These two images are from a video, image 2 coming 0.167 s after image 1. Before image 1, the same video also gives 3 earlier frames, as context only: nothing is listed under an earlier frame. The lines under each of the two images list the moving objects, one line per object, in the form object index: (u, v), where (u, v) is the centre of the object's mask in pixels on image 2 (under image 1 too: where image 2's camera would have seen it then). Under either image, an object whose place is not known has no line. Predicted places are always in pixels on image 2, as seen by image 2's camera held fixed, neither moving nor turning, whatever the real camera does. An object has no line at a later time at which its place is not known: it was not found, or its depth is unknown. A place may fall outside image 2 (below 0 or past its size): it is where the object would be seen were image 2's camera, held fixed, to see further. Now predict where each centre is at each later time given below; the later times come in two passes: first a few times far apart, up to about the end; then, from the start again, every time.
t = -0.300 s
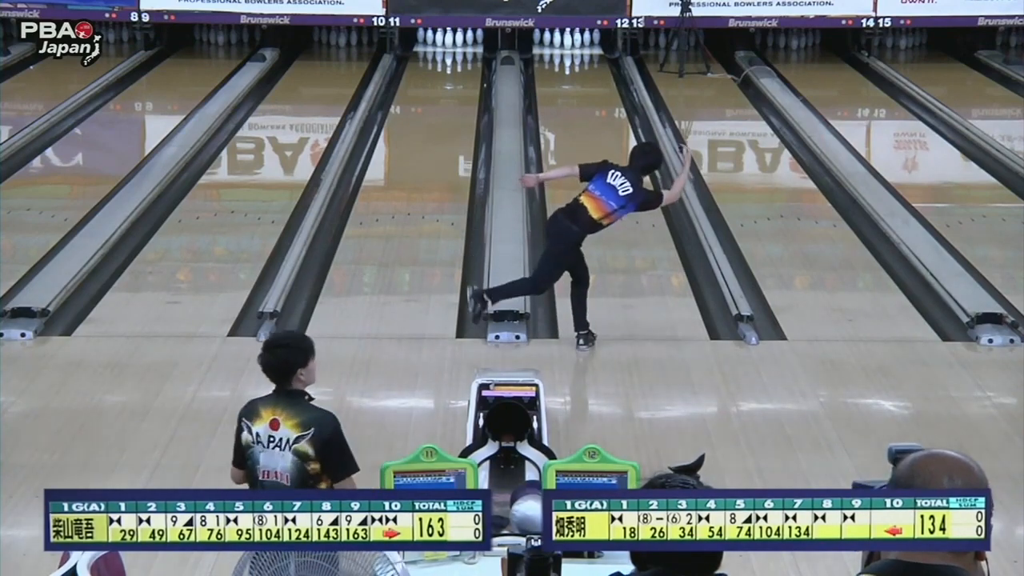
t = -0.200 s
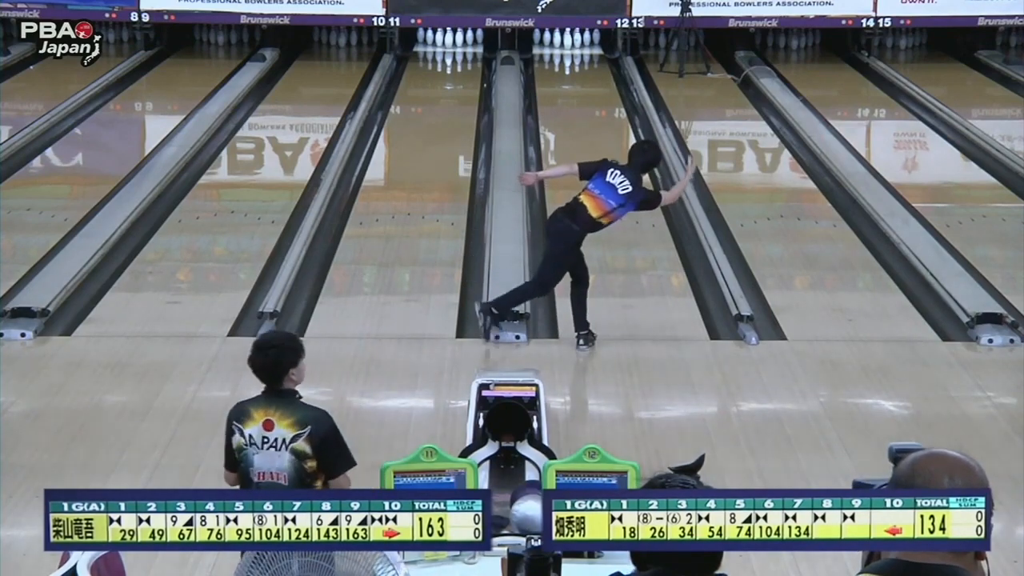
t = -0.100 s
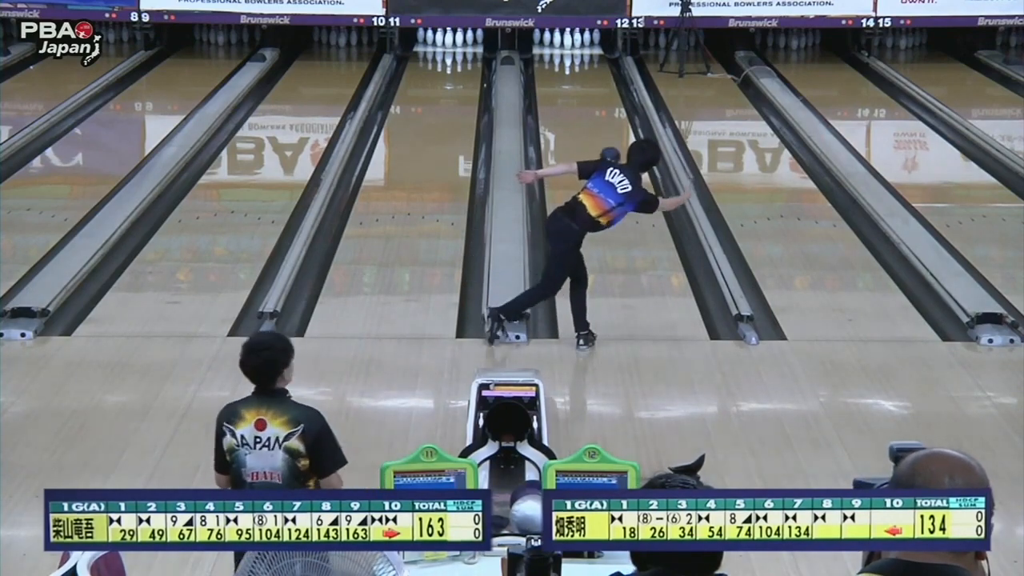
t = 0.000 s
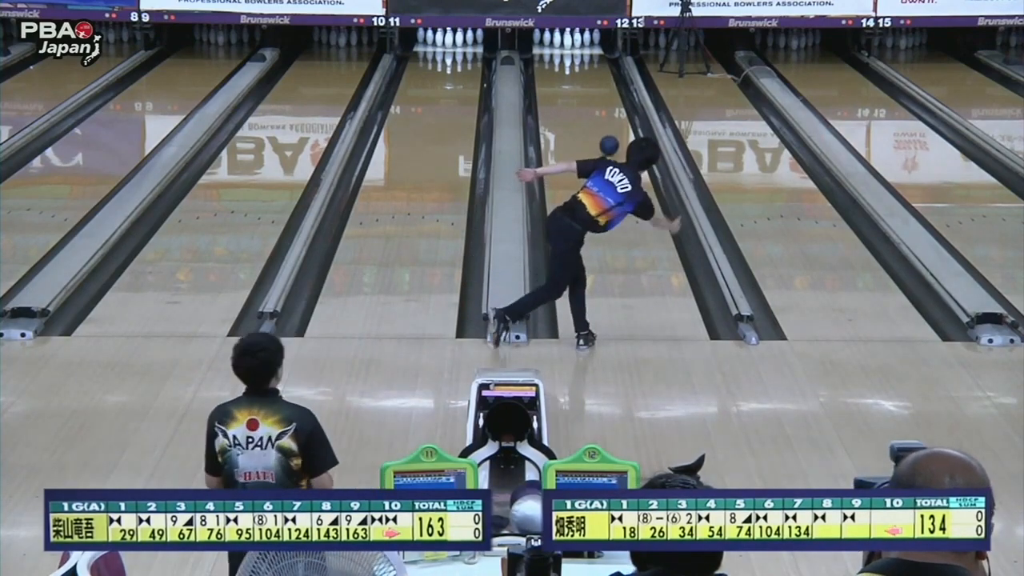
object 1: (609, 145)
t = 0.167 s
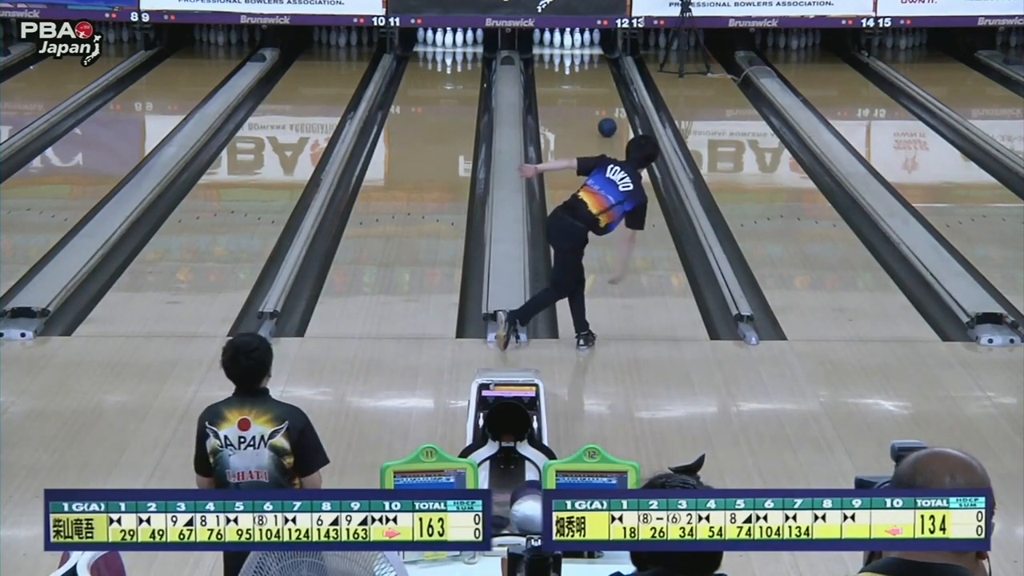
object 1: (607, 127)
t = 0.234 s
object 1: (606, 121)
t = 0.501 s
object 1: (602, 96)
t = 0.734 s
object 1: (596, 79)
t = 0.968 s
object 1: (589, 64)
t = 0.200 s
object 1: (607, 124)
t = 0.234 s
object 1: (606, 121)
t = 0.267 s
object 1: (605, 117)
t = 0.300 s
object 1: (605, 114)
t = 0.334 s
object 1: (605, 111)
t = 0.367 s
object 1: (604, 108)
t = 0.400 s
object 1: (604, 105)
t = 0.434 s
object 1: (603, 102)
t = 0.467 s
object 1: (602, 99)
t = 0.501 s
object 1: (602, 96)
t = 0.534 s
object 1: (601, 94)
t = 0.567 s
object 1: (600, 91)
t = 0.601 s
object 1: (600, 89)
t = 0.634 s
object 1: (599, 86)
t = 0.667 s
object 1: (598, 84)
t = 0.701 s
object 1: (597, 81)
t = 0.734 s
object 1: (596, 79)
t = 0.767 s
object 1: (595, 76)
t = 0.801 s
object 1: (594, 74)
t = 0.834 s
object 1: (593, 72)
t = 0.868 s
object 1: (592, 70)
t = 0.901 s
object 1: (591, 68)
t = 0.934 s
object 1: (590, 65)
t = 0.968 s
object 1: (589, 64)
